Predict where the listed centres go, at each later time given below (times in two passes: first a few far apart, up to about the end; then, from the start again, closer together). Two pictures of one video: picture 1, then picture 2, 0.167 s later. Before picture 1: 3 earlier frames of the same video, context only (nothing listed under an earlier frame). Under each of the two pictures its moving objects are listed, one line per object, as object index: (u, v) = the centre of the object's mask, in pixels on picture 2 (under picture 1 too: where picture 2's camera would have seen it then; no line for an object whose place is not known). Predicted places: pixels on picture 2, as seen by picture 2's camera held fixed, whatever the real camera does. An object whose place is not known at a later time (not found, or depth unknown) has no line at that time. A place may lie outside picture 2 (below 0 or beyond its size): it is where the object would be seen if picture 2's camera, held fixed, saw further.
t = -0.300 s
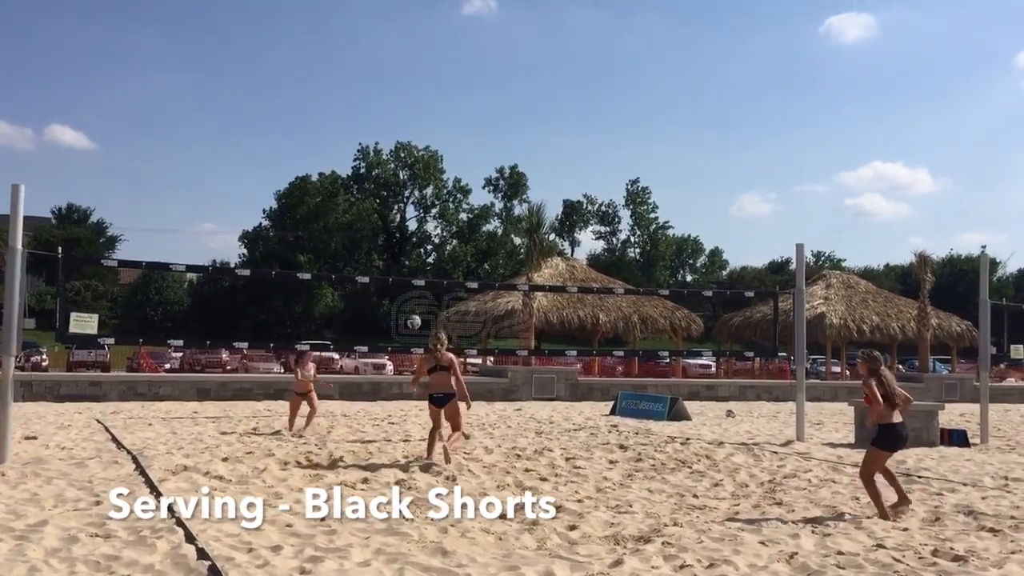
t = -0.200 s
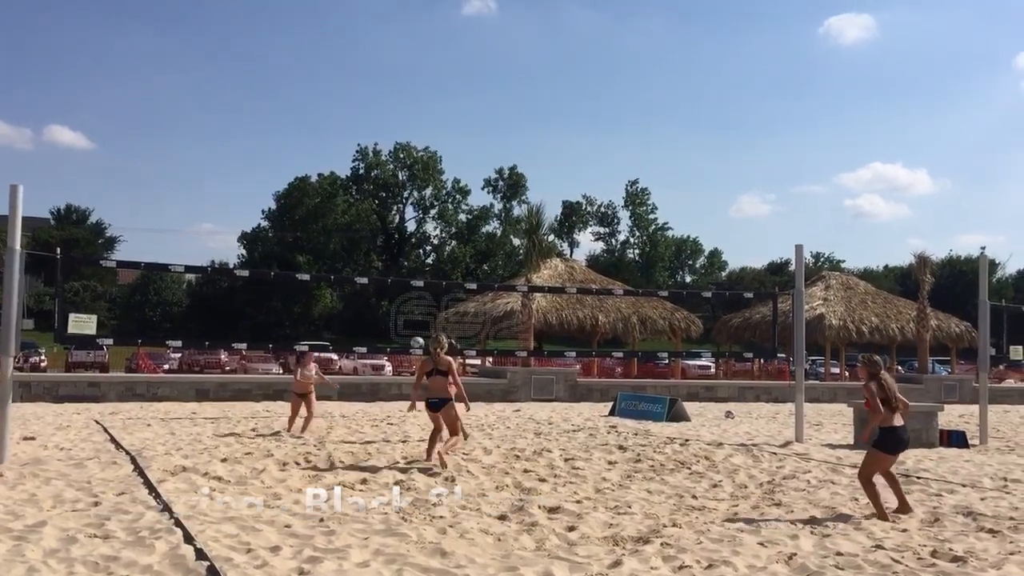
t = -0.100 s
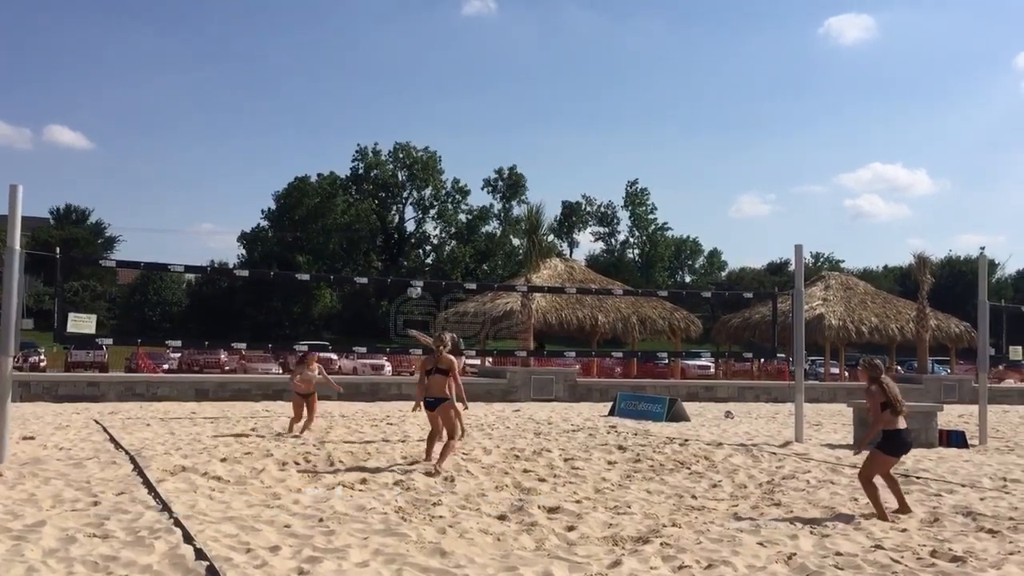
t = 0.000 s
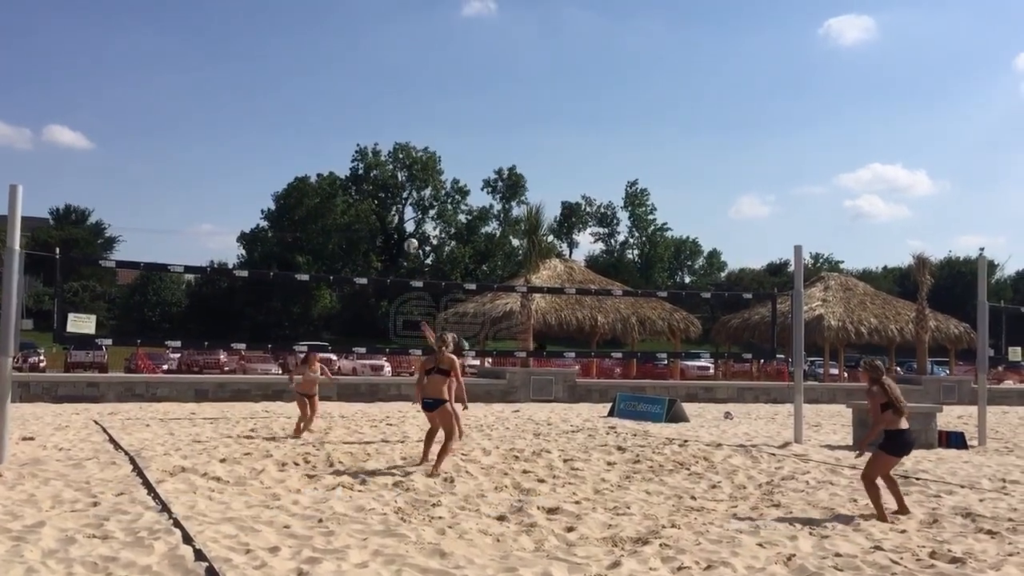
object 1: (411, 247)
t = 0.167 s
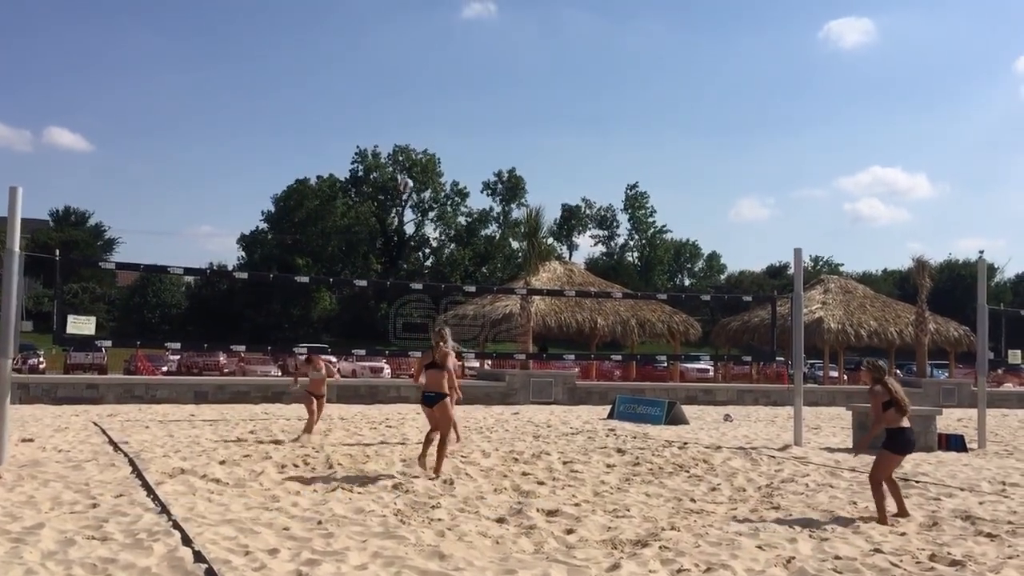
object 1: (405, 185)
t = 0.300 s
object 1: (402, 148)
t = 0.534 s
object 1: (394, 110)
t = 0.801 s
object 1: (386, 108)
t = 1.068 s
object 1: (375, 153)
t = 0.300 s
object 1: (402, 148)
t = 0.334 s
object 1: (401, 141)
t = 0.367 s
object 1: (399, 133)
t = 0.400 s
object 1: (399, 127)
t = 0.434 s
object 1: (398, 122)
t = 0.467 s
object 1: (397, 117)
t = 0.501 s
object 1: (395, 113)
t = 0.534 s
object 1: (394, 110)
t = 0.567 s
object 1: (393, 107)
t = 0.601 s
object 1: (392, 105)
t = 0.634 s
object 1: (391, 104)
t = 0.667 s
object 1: (390, 103)
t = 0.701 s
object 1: (389, 103)
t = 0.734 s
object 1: (387, 104)
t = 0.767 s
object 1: (386, 106)
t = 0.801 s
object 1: (386, 108)
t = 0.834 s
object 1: (384, 111)
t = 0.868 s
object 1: (383, 115)
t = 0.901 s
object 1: (381, 119)
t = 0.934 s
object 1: (380, 124)
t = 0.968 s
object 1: (379, 130)
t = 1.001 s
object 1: (378, 137)
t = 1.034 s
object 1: (377, 143)
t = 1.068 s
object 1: (375, 153)
